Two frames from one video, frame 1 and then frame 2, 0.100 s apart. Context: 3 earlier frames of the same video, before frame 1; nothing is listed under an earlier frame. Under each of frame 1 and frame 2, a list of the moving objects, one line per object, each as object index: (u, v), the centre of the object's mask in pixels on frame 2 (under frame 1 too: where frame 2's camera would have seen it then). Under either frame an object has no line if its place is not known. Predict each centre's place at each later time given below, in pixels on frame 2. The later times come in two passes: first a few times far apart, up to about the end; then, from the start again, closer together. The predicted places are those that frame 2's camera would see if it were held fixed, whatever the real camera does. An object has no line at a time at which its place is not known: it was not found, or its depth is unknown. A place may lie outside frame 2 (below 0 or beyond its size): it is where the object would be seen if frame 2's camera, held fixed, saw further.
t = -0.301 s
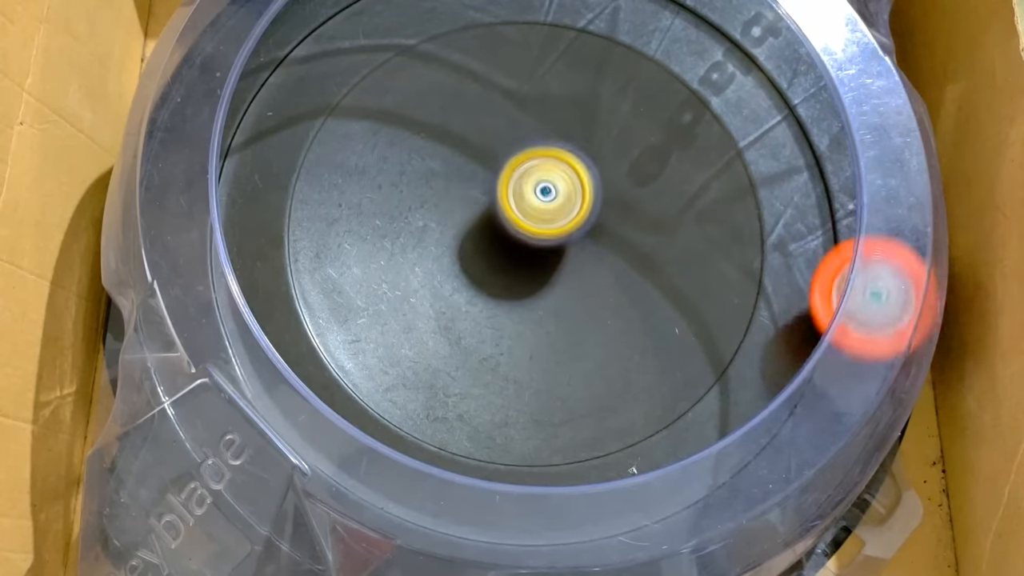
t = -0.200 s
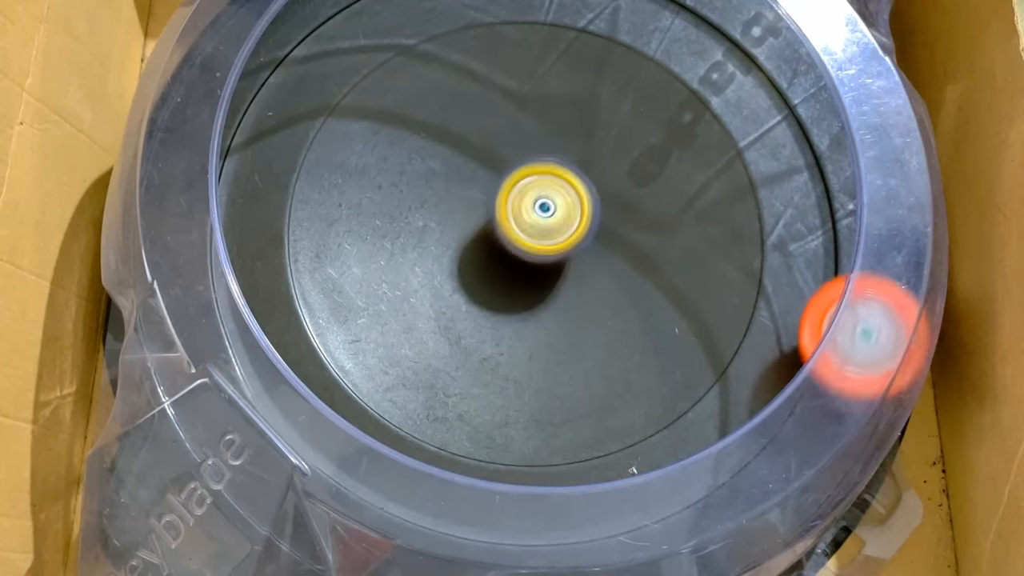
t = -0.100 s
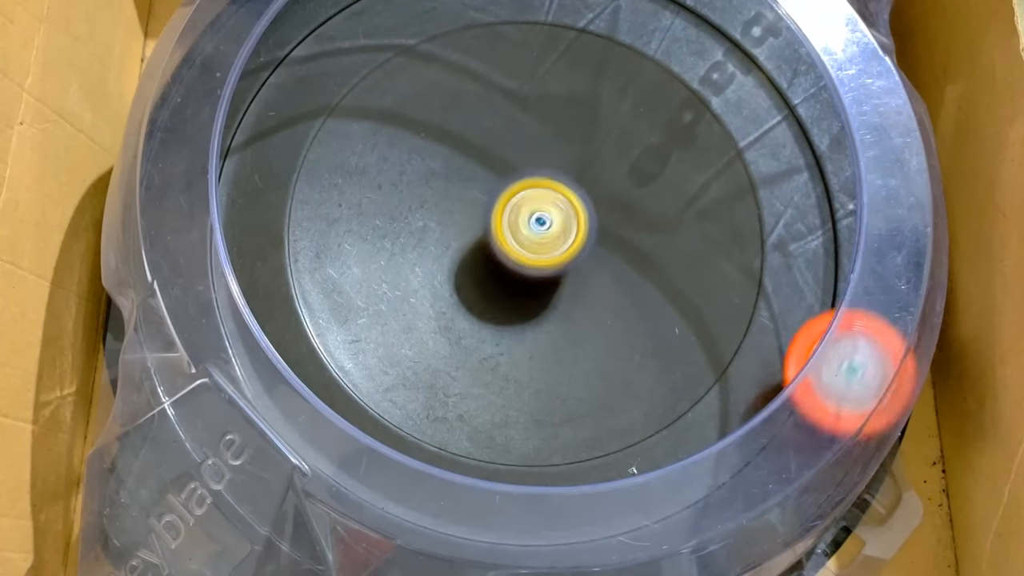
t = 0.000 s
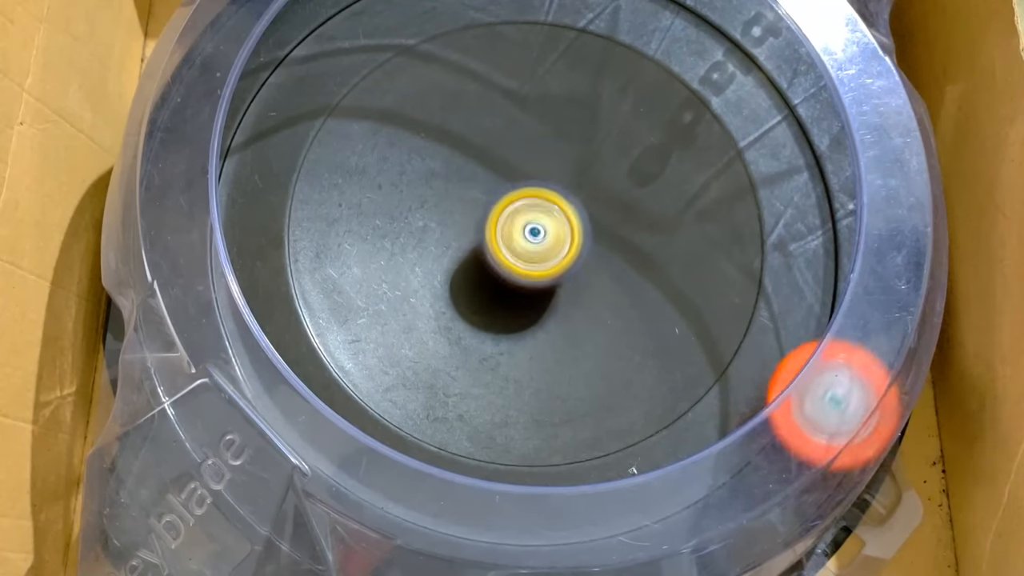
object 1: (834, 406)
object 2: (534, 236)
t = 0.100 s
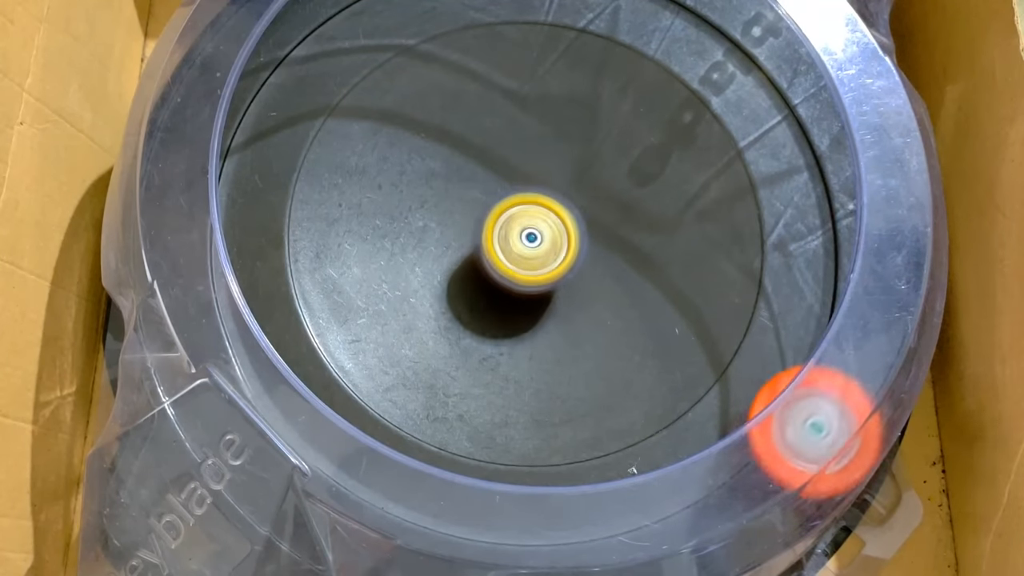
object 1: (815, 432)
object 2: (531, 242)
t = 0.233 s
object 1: (788, 463)
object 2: (527, 246)
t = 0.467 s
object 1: (736, 503)
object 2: (533, 244)
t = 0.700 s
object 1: (684, 517)
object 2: (543, 235)
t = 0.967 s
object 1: (628, 463)
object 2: (549, 225)
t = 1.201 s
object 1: (592, 331)
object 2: (540, 216)
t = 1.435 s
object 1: (649, 299)
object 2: (526, 94)
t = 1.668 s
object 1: (566, 259)
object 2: (542, 50)
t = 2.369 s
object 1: (373, 475)
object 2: (565, 53)
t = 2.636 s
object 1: (281, 395)
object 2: (618, 203)
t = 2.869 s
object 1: (241, 320)
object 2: (626, 300)
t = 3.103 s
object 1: (227, 240)
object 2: (611, 319)
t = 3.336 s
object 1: (238, 160)
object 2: (572, 287)
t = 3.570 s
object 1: (273, 90)
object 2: (518, 231)
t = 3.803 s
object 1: (325, 42)
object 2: (483, 190)
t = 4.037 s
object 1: (393, 26)
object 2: (480, 193)
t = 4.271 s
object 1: (469, 21)
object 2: (505, 226)
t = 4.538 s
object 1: (508, 44)
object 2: (557, 249)
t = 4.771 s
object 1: (500, 173)
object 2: (585, 260)
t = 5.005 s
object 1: (499, 166)
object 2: (556, 370)
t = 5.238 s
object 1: (551, 219)
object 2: (513, 339)
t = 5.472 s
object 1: (611, 217)
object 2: (498, 264)
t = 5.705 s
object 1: (621, 198)
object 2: (487, 175)
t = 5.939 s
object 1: (635, 216)
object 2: (455, 100)
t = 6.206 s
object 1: (567, 252)
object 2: (449, 117)
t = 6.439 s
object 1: (503, 293)
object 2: (472, 184)
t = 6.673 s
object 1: (529, 385)
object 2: (543, 181)
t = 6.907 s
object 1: (537, 349)
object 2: (592, 236)
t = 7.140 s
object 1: (442, 367)
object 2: (675, 161)
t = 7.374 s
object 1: (420, 301)
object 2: (685, 143)
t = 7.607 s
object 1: (454, 189)
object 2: (623, 151)
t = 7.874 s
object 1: (465, 81)
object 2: (558, 220)
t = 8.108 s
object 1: (488, 90)
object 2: (504, 277)
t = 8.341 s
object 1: (555, 185)
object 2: (489, 298)
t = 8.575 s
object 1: (664, 263)
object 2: (514, 282)
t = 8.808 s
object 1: (669, 270)
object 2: (551, 238)
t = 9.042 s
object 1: (645, 278)
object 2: (532, 168)
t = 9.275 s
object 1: (543, 255)
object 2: (512, 145)
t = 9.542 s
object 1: (478, 305)
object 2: (478, 125)
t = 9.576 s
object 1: (477, 303)
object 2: (476, 131)
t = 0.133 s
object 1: (808, 441)
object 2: (529, 243)
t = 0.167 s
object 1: (803, 449)
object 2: (527, 244)
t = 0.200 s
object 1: (794, 456)
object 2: (527, 245)
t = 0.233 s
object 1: (788, 463)
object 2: (527, 246)
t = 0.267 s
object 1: (781, 470)
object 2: (526, 247)
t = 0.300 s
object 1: (774, 477)
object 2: (526, 247)
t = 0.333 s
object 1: (766, 484)
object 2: (528, 247)
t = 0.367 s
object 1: (759, 489)
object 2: (530, 246)
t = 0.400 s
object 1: (751, 494)
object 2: (530, 246)
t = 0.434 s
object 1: (744, 499)
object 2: (531, 245)
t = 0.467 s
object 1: (736, 503)
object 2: (533, 244)
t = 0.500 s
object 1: (729, 508)
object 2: (534, 243)
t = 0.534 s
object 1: (721, 510)
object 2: (535, 242)
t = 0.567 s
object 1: (714, 512)
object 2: (536, 240)
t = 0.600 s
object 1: (707, 515)
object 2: (538, 239)
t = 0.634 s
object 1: (699, 515)
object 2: (539, 238)
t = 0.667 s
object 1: (692, 516)
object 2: (540, 236)
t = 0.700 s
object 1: (684, 517)
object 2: (543, 235)
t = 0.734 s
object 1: (676, 518)
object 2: (546, 234)
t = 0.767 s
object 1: (667, 518)
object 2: (549, 232)
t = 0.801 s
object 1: (660, 518)
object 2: (550, 230)
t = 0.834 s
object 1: (653, 514)
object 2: (550, 229)
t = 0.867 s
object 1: (648, 505)
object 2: (550, 228)
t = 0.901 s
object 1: (643, 491)
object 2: (549, 227)
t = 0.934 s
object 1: (637, 477)
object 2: (550, 226)
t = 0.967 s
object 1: (628, 463)
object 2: (549, 225)
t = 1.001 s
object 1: (618, 451)
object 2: (547, 223)
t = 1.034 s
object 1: (606, 432)
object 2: (546, 222)
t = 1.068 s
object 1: (599, 425)
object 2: (545, 220)
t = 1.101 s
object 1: (594, 409)
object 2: (544, 219)
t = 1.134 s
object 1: (591, 385)
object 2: (541, 218)
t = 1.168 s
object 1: (591, 358)
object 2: (541, 217)
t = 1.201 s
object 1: (592, 331)
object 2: (540, 216)
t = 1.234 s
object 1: (596, 310)
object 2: (537, 209)
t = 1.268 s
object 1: (609, 322)
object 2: (529, 176)
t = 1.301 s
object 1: (620, 328)
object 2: (523, 148)
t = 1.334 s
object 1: (630, 327)
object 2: (518, 126)
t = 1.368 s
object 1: (639, 321)
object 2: (519, 110)
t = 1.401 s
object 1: (646, 312)
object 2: (521, 100)
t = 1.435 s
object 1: (649, 299)
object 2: (526, 94)
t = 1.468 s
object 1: (648, 284)
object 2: (532, 90)
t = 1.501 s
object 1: (643, 267)
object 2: (538, 90)
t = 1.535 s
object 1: (634, 249)
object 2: (542, 90)
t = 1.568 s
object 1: (621, 231)
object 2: (548, 92)
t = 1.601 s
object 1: (602, 213)
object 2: (551, 98)
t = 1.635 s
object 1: (582, 216)
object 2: (550, 91)
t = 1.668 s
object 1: (566, 259)
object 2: (542, 50)
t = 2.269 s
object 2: (543, 26)
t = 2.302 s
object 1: (403, 490)
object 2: (549, 32)
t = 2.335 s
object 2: (558, 41)
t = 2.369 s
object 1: (373, 475)
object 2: (565, 53)
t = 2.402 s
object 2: (574, 69)
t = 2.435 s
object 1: (346, 458)
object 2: (582, 87)
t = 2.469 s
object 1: (333, 448)
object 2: (590, 106)
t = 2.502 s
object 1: (321, 438)
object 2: (599, 128)
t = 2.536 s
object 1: (310, 429)
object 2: (605, 147)
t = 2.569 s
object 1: (300, 417)
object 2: (610, 168)
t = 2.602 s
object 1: (290, 408)
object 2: (614, 186)
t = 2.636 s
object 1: (281, 395)
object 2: (618, 203)
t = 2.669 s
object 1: (273, 385)
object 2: (622, 221)
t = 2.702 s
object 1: (266, 375)
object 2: (623, 236)
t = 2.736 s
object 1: (261, 364)
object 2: (627, 250)
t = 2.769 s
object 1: (255, 353)
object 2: (628, 265)
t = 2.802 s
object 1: (250, 342)
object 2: (628, 277)
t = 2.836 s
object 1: (245, 331)
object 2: (628, 290)
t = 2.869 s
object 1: (241, 320)
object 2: (626, 300)
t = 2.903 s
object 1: (236, 310)
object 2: (626, 307)
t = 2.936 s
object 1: (233, 299)
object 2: (624, 312)
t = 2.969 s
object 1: (230, 287)
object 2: (623, 316)
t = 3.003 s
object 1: (229, 276)
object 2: (621, 320)
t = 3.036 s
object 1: (228, 264)
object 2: (618, 320)
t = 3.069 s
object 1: (227, 252)
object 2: (614, 321)
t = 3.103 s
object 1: (227, 240)
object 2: (611, 319)
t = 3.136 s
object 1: (227, 228)
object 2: (607, 316)
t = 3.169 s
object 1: (227, 216)
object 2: (603, 313)
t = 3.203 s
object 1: (228, 205)
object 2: (599, 308)
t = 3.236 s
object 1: (230, 193)
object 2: (591, 303)
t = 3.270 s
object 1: (232, 182)
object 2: (587, 298)
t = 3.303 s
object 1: (235, 171)
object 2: (580, 292)
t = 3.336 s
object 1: (238, 160)
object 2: (572, 287)
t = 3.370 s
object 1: (242, 149)
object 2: (566, 279)
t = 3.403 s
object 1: (245, 138)
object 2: (557, 273)
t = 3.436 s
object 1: (250, 128)
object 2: (549, 265)
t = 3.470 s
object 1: (255, 117)
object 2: (540, 258)
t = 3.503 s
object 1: (261, 108)
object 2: (533, 249)
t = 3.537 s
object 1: (266, 99)
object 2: (525, 241)
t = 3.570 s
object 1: (273, 90)
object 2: (518, 231)
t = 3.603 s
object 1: (279, 81)
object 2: (511, 224)
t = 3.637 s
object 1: (287, 73)
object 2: (505, 215)
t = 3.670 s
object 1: (294, 65)
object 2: (499, 209)
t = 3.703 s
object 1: (302, 58)
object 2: (493, 204)
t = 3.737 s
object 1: (309, 52)
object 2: (490, 198)
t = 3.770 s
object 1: (317, 47)
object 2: (485, 194)
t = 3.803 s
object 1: (325, 42)
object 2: (483, 190)
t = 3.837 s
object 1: (334, 39)
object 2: (480, 188)
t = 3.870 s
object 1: (343, 36)
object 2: (479, 186)
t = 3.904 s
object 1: (353, 33)
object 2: (478, 186)
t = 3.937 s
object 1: (362, 31)
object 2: (477, 185)
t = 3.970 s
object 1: (372, 29)
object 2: (477, 188)
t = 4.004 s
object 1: (382, 27)
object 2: (477, 189)
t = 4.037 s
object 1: (393, 26)
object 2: (480, 193)
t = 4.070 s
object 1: (404, 25)
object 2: (482, 196)
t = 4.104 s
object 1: (415, 23)
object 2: (485, 201)
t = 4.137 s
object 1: (425, 23)
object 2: (488, 206)
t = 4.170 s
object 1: (436, 22)
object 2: (493, 210)
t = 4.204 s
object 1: (447, 22)
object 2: (495, 215)
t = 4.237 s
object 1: (458, 21)
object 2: (500, 220)
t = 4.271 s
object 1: (469, 21)
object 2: (505, 226)
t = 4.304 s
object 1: (480, 21)
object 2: (511, 229)
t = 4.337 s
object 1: (490, 21)
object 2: (518, 234)
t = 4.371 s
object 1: (498, 22)
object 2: (523, 237)
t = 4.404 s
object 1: (506, 22)
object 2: (531, 241)
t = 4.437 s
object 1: (511, 25)
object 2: (537, 244)
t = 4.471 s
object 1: (512, 31)
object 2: (544, 245)
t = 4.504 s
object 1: (510, 37)
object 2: (550, 248)
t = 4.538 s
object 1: (508, 44)
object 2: (557, 249)
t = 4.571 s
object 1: (505, 55)
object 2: (562, 250)
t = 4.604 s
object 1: (502, 71)
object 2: (568, 249)
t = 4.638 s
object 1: (499, 91)
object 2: (572, 249)
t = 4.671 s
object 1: (497, 114)
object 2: (576, 248)
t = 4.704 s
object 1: (497, 138)
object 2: (578, 247)
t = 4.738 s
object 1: (500, 161)
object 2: (580, 246)
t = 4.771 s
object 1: (500, 173)
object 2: (585, 260)
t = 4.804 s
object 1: (502, 186)
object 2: (584, 283)
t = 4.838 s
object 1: (499, 170)
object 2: (588, 316)
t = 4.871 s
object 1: (497, 159)
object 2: (586, 336)
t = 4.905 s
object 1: (496, 156)
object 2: (582, 354)
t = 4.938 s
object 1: (496, 156)
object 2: (574, 363)
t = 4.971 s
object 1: (497, 159)
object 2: (565, 367)
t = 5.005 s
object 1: (499, 166)
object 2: (556, 370)
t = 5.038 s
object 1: (502, 173)
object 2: (549, 370)
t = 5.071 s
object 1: (506, 181)
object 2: (542, 369)
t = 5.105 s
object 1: (512, 190)
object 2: (534, 366)
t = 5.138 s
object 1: (520, 198)
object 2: (527, 361)
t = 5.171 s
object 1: (529, 206)
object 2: (522, 356)
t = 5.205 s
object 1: (540, 213)
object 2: (517, 348)
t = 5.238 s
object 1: (551, 219)
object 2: (513, 339)
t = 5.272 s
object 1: (562, 222)
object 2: (511, 329)
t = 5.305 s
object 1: (573, 225)
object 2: (507, 319)
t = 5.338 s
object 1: (583, 226)
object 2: (505, 309)
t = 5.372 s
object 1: (592, 225)
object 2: (502, 299)
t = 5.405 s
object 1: (600, 223)
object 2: (499, 287)
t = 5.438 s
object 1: (607, 221)
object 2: (499, 275)
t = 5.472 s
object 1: (611, 217)
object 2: (498, 264)
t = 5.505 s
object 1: (614, 213)
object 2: (500, 250)
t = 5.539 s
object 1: (614, 209)
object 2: (502, 236)
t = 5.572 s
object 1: (614, 206)
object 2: (502, 226)
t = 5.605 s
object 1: (615, 202)
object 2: (501, 214)
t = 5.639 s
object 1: (615, 198)
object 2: (500, 201)
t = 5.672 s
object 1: (612, 195)
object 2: (501, 190)
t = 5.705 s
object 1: (621, 198)
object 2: (487, 175)
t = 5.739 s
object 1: (633, 202)
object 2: (475, 157)
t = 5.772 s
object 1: (639, 205)
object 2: (467, 142)
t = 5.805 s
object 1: (642, 206)
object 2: (463, 130)
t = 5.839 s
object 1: (643, 208)
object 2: (461, 119)
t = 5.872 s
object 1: (642, 210)
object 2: (459, 111)
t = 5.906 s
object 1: (639, 213)
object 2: (456, 105)
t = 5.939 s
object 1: (635, 216)
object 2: (455, 100)
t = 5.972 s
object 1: (631, 220)
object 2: (454, 96)
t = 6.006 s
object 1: (624, 225)
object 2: (452, 94)
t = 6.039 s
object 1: (617, 230)
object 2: (450, 94)
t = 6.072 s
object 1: (609, 234)
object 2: (449, 95)
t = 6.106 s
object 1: (600, 238)
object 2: (449, 97)
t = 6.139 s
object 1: (589, 243)
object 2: (449, 103)
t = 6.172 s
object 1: (578, 247)
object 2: (450, 109)
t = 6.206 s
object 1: (567, 252)
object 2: (449, 117)
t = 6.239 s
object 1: (555, 258)
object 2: (451, 126)
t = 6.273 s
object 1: (544, 263)
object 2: (453, 135)
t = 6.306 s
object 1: (534, 269)
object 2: (455, 146)
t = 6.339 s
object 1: (524, 275)
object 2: (457, 155)
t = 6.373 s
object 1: (515, 280)
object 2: (463, 164)
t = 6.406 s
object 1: (508, 285)
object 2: (466, 175)
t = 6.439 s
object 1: (503, 293)
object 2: (472, 184)
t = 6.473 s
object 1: (505, 318)
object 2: (477, 173)
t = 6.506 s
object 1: (511, 344)
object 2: (485, 161)
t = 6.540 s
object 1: (517, 362)
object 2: (496, 157)
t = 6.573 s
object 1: (522, 375)
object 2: (510, 159)
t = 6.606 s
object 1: (525, 381)
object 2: (522, 165)
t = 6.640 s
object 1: (527, 384)
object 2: (534, 173)
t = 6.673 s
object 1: (529, 385)
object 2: (543, 181)
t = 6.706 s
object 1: (531, 385)
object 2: (553, 189)
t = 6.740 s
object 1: (532, 384)
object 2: (562, 197)
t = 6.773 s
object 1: (533, 381)
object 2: (570, 205)
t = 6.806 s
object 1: (535, 376)
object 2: (576, 212)
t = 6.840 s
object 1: (536, 370)
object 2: (583, 220)
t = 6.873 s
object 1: (537, 361)
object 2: (588, 229)
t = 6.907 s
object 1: (537, 349)
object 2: (592, 236)
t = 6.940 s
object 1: (536, 337)
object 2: (596, 242)
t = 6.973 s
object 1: (515, 344)
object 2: (611, 229)
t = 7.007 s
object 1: (490, 359)
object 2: (631, 205)
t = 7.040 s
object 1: (472, 367)
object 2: (645, 187)
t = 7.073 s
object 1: (458, 370)
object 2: (657, 175)
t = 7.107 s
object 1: (449, 370)
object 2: (667, 166)
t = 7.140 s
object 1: (442, 367)
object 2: (675, 161)
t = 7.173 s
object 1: (436, 362)
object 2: (684, 158)
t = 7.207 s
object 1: (430, 355)
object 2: (688, 155)
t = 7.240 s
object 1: (426, 347)
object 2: (690, 154)
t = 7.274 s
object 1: (423, 337)
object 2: (692, 151)
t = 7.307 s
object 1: (421, 326)
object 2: (691, 149)
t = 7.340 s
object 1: (420, 315)
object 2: (689, 147)
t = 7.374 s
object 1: (420, 301)
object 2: (685, 143)
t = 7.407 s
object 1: (422, 286)
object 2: (679, 143)
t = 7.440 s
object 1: (424, 271)
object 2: (671, 143)
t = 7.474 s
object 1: (428, 256)
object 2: (664, 143)
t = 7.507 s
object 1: (433, 240)
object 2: (654, 144)
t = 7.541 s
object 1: (440, 223)
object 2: (644, 145)
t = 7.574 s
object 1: (447, 205)
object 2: (634, 146)
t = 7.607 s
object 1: (454, 189)
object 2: (623, 151)
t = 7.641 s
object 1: (460, 171)
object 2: (610, 155)
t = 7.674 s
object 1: (466, 154)
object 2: (599, 160)
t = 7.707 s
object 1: (473, 138)
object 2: (587, 166)
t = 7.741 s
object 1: (472, 121)
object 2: (580, 172)
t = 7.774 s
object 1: (466, 106)
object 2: (581, 185)
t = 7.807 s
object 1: (464, 95)
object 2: (576, 198)
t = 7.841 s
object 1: (463, 86)
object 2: (567, 209)
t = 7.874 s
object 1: (465, 81)
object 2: (558, 220)
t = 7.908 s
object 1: (466, 77)
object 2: (547, 231)
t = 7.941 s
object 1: (468, 76)
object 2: (538, 241)
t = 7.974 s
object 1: (471, 76)
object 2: (530, 250)
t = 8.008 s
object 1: (474, 77)
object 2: (521, 258)
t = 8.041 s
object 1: (478, 80)
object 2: (515, 265)
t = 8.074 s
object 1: (483, 84)
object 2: (509, 272)
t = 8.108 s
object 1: (488, 90)
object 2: (504, 277)
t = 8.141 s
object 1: (495, 98)
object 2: (500, 283)
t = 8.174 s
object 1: (503, 109)
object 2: (495, 288)
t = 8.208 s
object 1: (510, 121)
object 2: (492, 292)
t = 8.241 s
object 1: (520, 135)
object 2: (490, 295)
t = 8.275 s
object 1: (530, 150)
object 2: (487, 298)
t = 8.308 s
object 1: (541, 167)
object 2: (488, 298)
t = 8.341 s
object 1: (555, 185)
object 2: (489, 298)
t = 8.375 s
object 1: (571, 203)
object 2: (490, 299)
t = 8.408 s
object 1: (589, 220)
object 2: (493, 297)
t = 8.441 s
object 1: (607, 233)
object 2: (498, 296)
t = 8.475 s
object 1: (625, 244)
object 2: (501, 293)
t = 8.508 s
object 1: (641, 252)
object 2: (506, 290)
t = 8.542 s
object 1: (654, 259)
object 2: (511, 286)
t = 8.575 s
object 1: (664, 263)
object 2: (514, 282)
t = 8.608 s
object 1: (671, 266)
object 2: (520, 277)
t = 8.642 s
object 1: (675, 267)
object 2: (525, 271)
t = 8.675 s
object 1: (676, 267)
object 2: (530, 266)
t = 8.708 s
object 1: (677, 268)
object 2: (537, 260)
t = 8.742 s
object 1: (675, 269)
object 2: (541, 253)
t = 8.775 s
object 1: (673, 270)
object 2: (547, 245)
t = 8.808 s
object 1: (669, 270)
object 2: (551, 238)
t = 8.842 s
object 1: (663, 269)
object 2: (554, 231)
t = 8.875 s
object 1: (659, 272)
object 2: (552, 221)
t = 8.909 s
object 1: (662, 277)
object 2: (545, 208)
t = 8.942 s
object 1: (659, 278)
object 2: (539, 196)
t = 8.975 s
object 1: (657, 279)
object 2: (537, 185)
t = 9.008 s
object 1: (652, 279)
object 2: (535, 176)
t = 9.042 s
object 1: (645, 278)
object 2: (532, 168)
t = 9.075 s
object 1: (636, 277)
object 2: (531, 161)
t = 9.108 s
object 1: (625, 275)
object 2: (529, 155)
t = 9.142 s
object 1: (611, 272)
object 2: (527, 150)
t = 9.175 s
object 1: (598, 270)
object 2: (524, 148)
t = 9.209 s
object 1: (581, 265)
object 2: (521, 145)
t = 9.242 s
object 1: (563, 260)
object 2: (517, 143)
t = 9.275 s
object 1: (543, 255)
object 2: (512, 145)
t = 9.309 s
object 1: (523, 261)
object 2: (507, 137)
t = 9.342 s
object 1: (511, 279)
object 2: (498, 124)
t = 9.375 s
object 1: (502, 289)
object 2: (495, 114)
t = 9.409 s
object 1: (494, 297)
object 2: (493, 114)
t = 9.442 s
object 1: (489, 301)
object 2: (488, 115)
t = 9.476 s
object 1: (484, 304)
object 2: (484, 117)
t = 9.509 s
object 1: (481, 305)
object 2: (483, 120)
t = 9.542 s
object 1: (478, 305)
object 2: (478, 125)
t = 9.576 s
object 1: (477, 303)
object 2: (476, 131)
